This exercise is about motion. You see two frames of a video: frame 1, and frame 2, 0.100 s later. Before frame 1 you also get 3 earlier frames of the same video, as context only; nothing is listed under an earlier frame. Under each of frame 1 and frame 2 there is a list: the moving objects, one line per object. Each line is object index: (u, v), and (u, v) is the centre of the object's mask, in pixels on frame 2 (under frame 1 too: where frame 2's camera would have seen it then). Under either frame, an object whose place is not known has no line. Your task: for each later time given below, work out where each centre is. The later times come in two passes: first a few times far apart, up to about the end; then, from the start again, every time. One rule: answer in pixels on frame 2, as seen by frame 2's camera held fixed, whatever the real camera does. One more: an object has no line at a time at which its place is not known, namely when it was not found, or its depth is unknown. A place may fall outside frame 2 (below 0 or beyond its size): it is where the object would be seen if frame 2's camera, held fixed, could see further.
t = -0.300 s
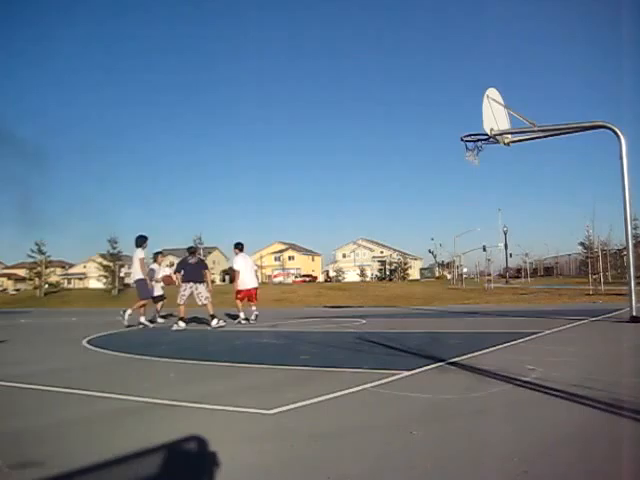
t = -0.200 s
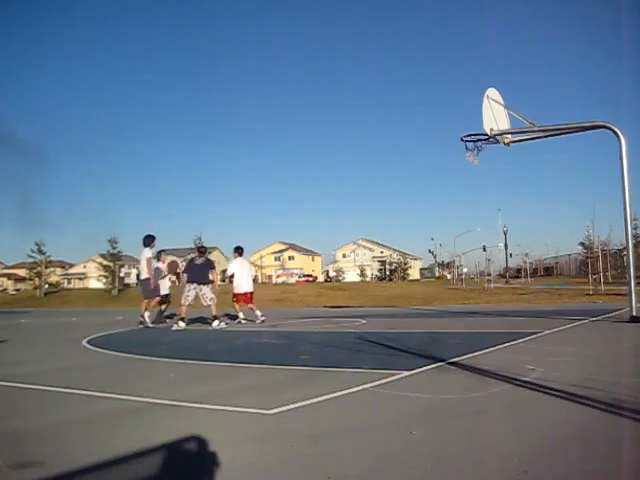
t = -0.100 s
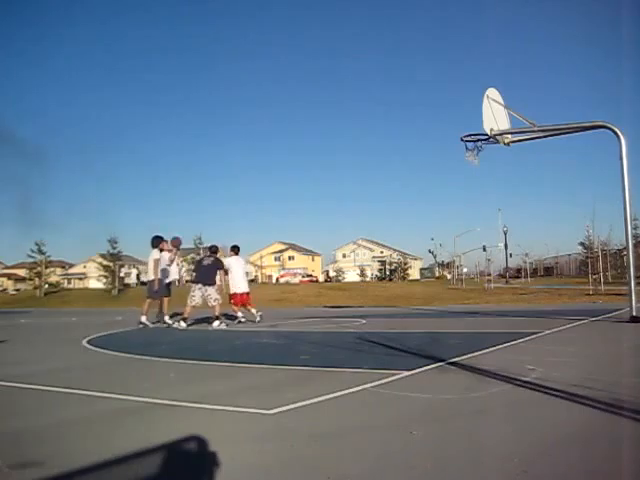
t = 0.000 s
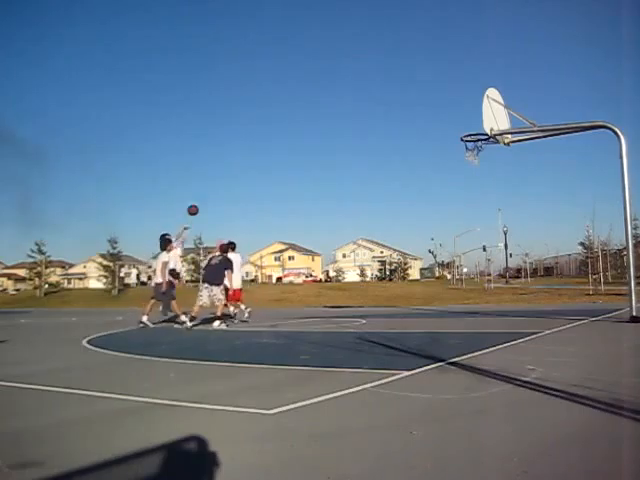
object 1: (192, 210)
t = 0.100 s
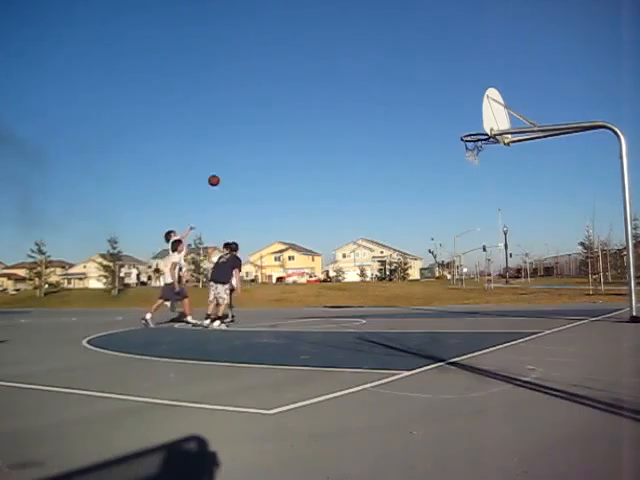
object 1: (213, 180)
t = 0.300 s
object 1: (258, 132)
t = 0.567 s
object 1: (322, 94)
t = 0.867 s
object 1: (406, 92)
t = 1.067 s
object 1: (469, 119)
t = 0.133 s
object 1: (220, 171)
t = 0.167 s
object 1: (228, 162)
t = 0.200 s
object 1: (235, 154)
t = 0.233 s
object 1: (243, 146)
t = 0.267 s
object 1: (250, 139)
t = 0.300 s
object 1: (258, 132)
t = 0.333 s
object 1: (265, 126)
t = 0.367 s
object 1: (273, 120)
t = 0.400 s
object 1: (281, 114)
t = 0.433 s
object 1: (290, 109)
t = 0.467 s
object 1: (297, 105)
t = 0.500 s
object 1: (306, 101)
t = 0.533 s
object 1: (314, 97)
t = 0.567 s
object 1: (322, 94)
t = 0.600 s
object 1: (331, 92)
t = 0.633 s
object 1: (340, 89)
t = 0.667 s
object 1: (349, 88)
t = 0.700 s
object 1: (358, 87)
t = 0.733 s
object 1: (367, 87)
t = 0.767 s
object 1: (377, 87)
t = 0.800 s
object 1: (386, 88)
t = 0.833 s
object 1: (396, 90)
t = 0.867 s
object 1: (406, 92)
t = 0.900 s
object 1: (416, 95)
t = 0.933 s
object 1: (426, 98)
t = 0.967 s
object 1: (437, 102)
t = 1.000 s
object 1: (448, 108)
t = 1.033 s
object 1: (458, 113)
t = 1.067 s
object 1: (469, 119)
